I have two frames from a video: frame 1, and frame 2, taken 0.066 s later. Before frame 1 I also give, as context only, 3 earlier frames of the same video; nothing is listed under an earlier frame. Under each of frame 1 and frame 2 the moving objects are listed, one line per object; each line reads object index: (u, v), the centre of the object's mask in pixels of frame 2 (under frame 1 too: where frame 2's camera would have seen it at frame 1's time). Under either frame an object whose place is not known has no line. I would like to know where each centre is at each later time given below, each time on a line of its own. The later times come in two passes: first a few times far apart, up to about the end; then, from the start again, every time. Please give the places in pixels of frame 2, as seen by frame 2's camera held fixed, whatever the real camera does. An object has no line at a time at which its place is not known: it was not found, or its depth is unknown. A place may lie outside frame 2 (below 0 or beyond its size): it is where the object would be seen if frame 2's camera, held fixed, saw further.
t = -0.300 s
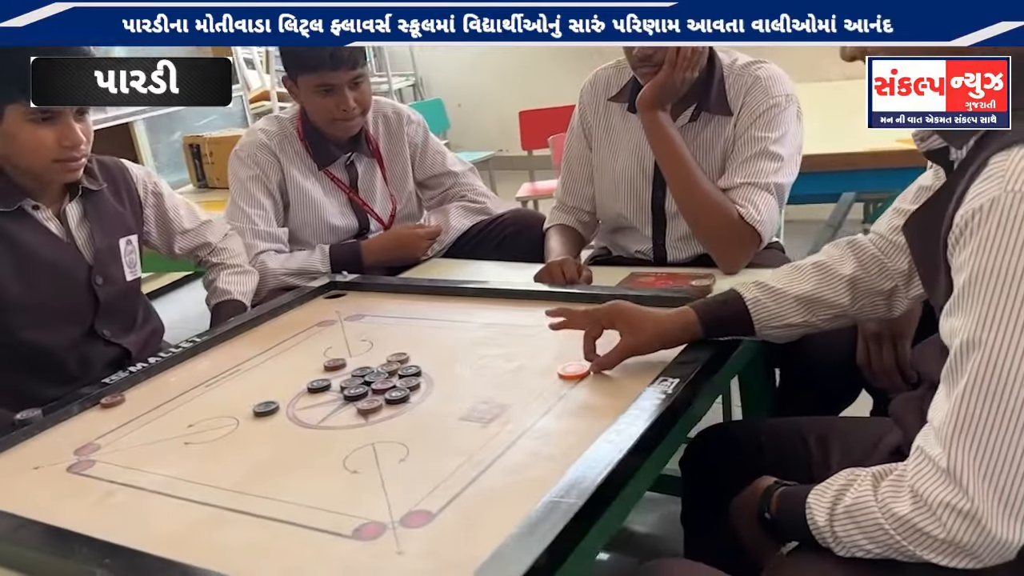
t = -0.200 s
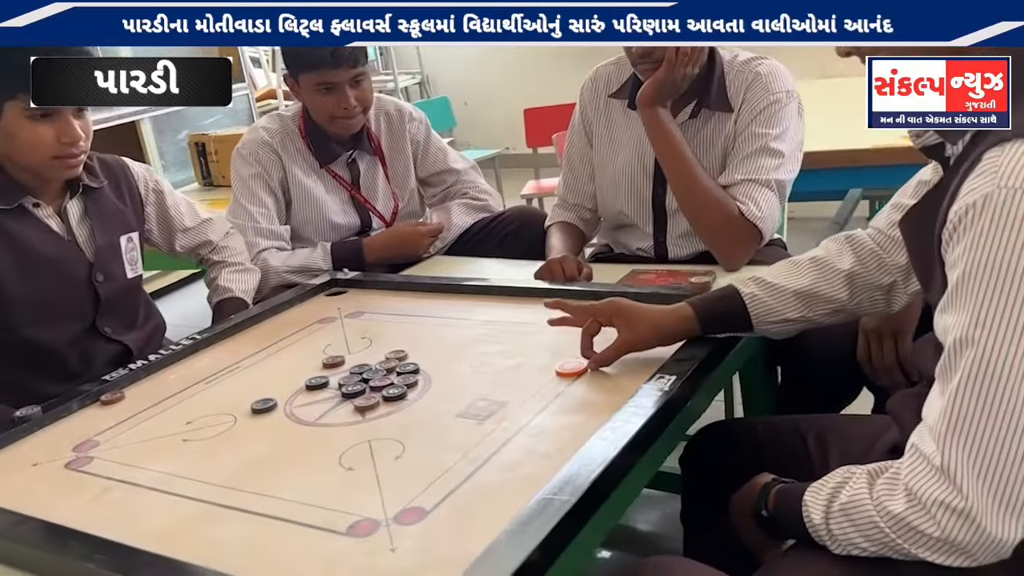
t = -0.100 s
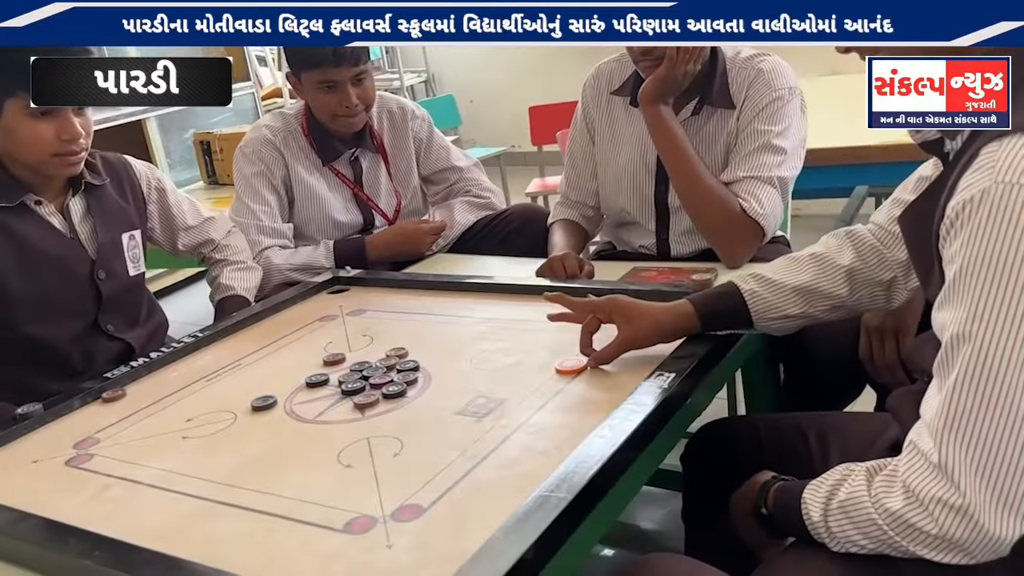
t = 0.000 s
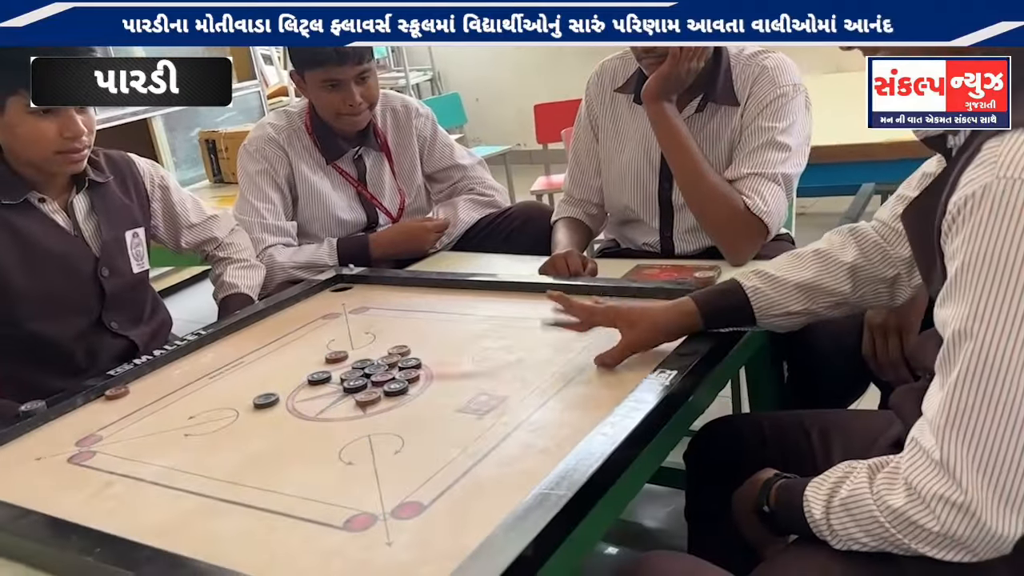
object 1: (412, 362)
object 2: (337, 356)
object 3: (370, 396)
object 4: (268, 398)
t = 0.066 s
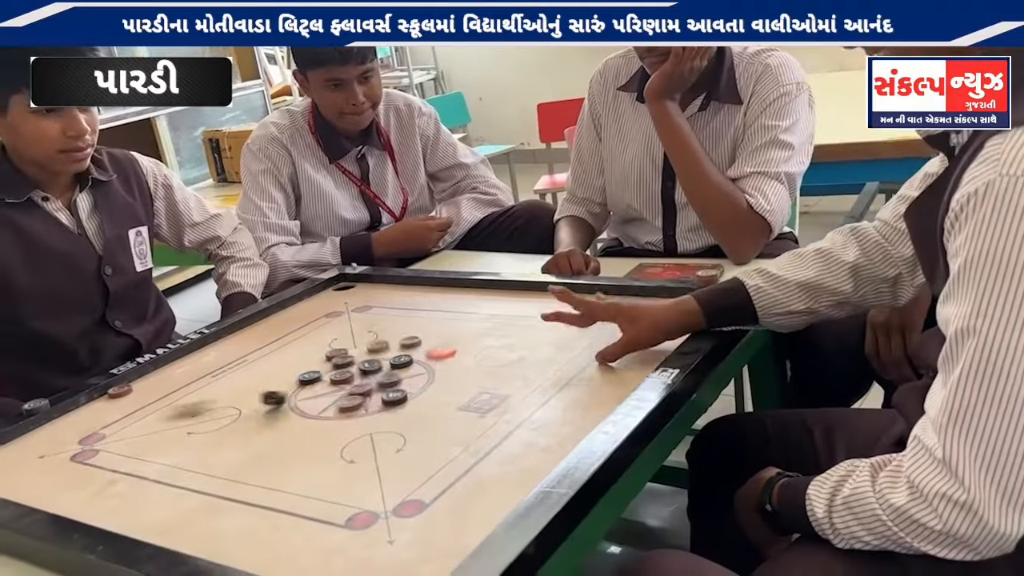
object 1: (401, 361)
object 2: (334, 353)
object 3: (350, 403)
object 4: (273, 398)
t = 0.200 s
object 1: (400, 361)
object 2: (315, 346)
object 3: (308, 423)
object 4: (221, 426)
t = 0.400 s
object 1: (400, 361)
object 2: (310, 343)
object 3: (298, 428)
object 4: (195, 439)
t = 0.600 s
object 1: (400, 361)
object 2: (310, 343)
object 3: (299, 428)
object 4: (198, 437)
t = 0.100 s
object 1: (400, 361)
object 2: (329, 352)
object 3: (338, 409)
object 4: (258, 407)
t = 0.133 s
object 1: (400, 361)
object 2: (323, 349)
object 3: (326, 414)
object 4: (244, 418)
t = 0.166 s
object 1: (401, 361)
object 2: (319, 347)
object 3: (316, 419)
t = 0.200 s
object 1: (400, 361)
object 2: (315, 346)
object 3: (308, 423)
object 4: (221, 426)
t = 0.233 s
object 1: (401, 361)
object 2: (312, 344)
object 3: (302, 426)
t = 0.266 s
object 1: (400, 361)
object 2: (310, 344)
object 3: (299, 428)
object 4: (206, 436)
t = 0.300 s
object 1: (401, 360)
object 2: (310, 343)
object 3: (298, 428)
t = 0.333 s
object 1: (400, 361)
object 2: (310, 343)
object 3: (298, 428)
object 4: (199, 439)
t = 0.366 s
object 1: (400, 361)
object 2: (310, 343)
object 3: (298, 428)
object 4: (197, 440)
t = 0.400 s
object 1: (400, 361)
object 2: (310, 343)
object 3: (298, 428)
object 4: (195, 439)
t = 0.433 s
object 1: (400, 361)
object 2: (309, 343)
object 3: (299, 428)
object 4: (194, 441)
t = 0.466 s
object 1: (400, 360)
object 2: (310, 343)
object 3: (299, 428)
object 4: (193, 439)
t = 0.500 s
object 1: (400, 361)
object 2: (310, 343)
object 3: (299, 428)
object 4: (194, 439)
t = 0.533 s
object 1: (400, 361)
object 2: (310, 343)
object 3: (299, 428)
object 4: (196, 438)
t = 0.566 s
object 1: (401, 361)
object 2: (310, 343)
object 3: (299, 428)
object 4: (197, 438)
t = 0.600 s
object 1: (400, 361)
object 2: (310, 343)
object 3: (299, 428)
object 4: (198, 437)
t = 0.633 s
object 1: (400, 360)
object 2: (310, 343)
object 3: (299, 428)
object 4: (199, 438)
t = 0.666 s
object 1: (401, 360)
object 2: (310, 343)
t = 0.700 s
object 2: (310, 343)
